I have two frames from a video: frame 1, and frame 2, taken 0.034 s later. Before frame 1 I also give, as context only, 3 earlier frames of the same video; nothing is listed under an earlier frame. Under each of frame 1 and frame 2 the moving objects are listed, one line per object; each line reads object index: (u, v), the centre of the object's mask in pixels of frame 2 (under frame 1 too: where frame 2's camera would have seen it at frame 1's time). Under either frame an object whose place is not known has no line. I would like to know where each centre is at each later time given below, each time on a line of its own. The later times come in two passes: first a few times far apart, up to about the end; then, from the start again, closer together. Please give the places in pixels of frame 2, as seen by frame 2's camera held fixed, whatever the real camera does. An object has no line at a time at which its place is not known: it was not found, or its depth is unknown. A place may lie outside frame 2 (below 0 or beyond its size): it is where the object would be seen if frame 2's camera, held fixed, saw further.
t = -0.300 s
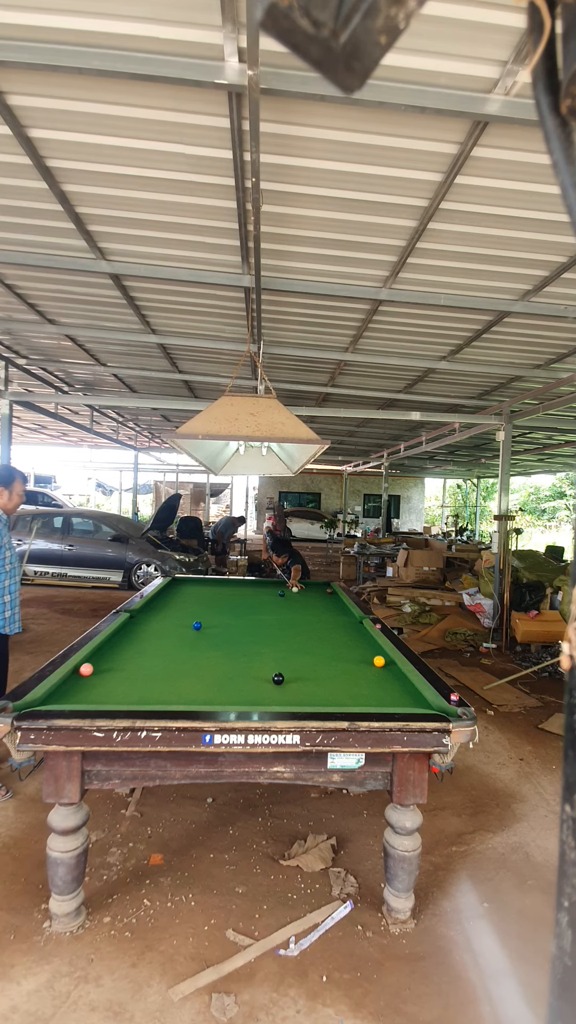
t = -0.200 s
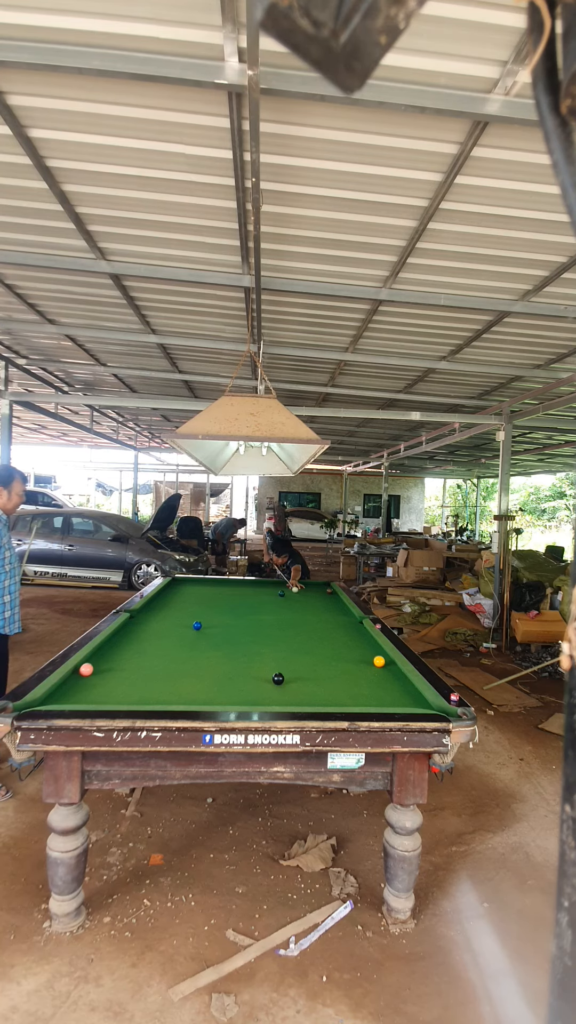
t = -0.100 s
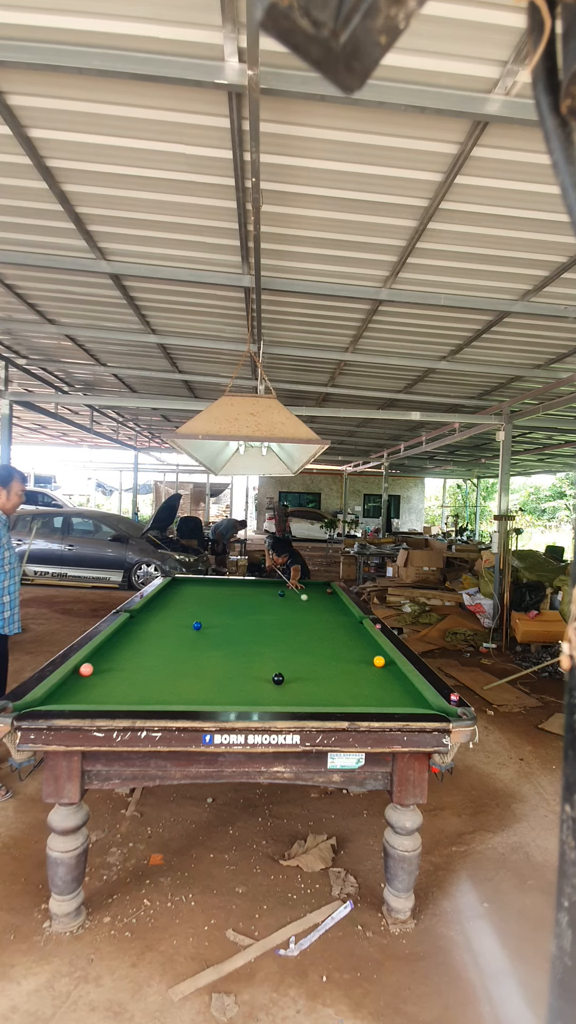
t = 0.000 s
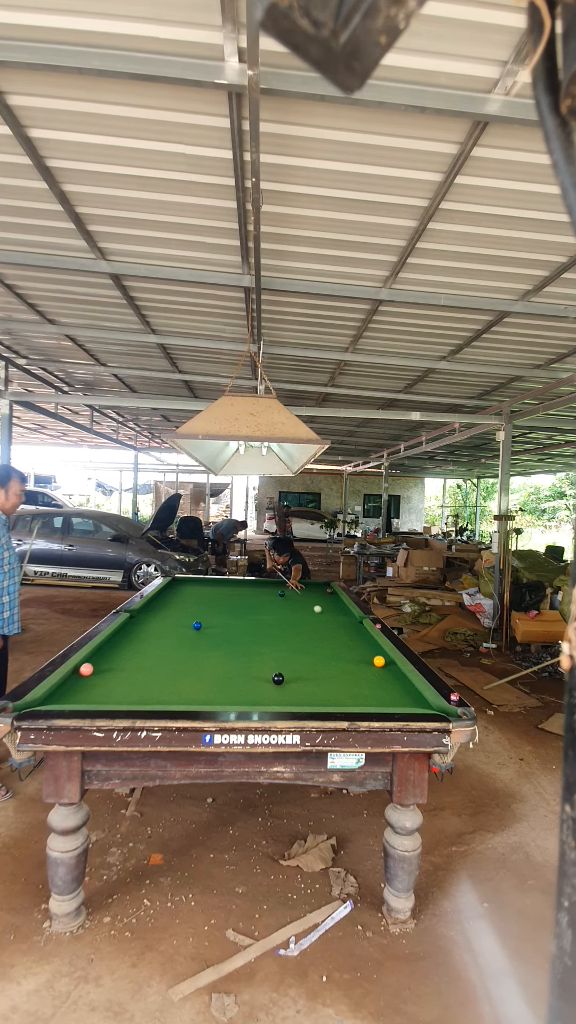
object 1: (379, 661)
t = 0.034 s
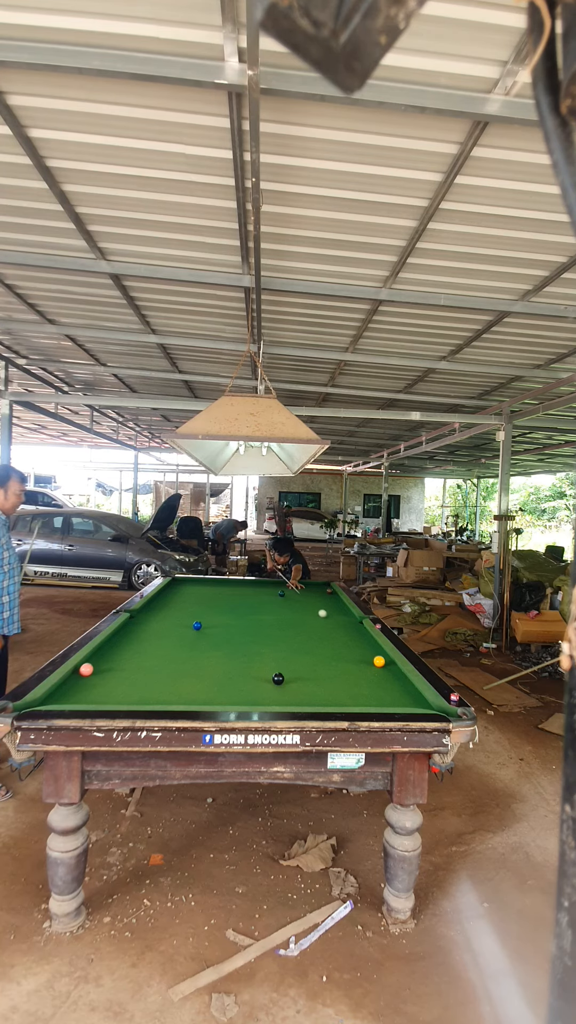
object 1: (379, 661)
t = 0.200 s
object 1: (379, 661)
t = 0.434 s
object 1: (408, 687)
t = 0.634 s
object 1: (393, 698)
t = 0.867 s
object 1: (354, 680)
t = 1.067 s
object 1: (316, 677)
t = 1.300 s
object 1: (274, 671)
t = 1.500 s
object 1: (242, 669)
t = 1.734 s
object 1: (206, 666)
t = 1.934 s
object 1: (177, 663)
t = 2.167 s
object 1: (145, 660)
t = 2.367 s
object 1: (119, 658)
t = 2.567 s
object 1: (94, 656)
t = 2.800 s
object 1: (111, 655)
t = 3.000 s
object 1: (126, 655)
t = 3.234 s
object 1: (141, 655)
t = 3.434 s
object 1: (153, 654)
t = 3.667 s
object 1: (165, 654)
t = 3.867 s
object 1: (173, 654)
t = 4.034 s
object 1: (181, 654)
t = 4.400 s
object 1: (190, 653)
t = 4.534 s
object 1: (193, 653)
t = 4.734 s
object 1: (196, 653)
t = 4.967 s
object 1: (197, 654)
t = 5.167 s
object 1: (198, 654)
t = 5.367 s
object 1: (198, 654)
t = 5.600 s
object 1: (198, 654)
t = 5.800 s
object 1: (198, 654)
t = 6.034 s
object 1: (198, 654)
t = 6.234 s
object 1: (198, 654)
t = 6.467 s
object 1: (198, 654)
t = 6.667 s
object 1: (198, 654)
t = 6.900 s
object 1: (198, 654)
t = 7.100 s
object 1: (198, 654)
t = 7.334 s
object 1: (198, 654)
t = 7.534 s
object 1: (198, 654)
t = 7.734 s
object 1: (198, 654)
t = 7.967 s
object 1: (198, 654)
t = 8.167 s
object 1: (198, 654)
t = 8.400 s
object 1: (198, 654)
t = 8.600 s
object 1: (198, 654)
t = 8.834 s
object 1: (198, 654)
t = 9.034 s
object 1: (198, 654)
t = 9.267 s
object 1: (198, 654)
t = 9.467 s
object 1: (198, 654)
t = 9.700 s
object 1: (198, 654)
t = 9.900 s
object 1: (198, 654)
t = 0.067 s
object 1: (379, 661)
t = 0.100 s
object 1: (379, 661)
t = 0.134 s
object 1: (379, 661)
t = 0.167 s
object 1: (379, 661)
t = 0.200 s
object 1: (379, 661)
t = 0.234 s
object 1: (379, 661)
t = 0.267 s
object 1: (379, 661)
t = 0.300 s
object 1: (379, 661)
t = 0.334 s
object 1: (387, 666)
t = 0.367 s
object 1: (397, 674)
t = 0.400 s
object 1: (406, 681)
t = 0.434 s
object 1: (408, 687)
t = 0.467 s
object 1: (409, 694)
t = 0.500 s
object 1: (410, 700)
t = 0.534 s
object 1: (410, 704)
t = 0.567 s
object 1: (406, 704)
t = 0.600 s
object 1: (400, 702)
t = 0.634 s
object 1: (393, 698)
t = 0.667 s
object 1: (387, 694)
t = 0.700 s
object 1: (382, 691)
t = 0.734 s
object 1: (377, 688)
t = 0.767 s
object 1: (372, 685)
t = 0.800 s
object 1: (367, 682)
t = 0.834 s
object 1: (360, 681)
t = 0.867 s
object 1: (354, 680)
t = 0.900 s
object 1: (347, 680)
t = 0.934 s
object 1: (340, 680)
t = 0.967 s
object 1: (334, 679)
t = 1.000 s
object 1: (328, 678)
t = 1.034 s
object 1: (322, 677)
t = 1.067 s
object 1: (316, 677)
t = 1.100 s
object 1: (310, 676)
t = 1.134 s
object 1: (304, 676)
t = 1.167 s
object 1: (298, 675)
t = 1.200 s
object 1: (292, 675)
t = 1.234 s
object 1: (287, 674)
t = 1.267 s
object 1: (282, 671)
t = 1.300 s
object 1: (274, 671)
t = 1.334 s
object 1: (269, 672)
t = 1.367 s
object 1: (264, 671)
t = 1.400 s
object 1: (258, 671)
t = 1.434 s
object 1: (253, 671)
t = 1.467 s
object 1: (248, 670)
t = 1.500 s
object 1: (242, 669)
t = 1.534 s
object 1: (237, 669)
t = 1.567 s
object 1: (232, 668)
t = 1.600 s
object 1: (226, 668)
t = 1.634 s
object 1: (221, 667)
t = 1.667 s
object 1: (216, 667)
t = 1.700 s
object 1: (211, 666)
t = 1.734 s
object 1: (206, 666)
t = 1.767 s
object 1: (201, 666)
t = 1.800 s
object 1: (196, 665)
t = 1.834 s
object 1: (191, 664)
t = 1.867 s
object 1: (187, 664)
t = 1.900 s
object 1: (182, 664)
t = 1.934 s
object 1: (177, 663)
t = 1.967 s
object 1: (172, 663)
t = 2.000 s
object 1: (168, 662)
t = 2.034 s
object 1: (163, 662)
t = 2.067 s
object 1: (158, 661)
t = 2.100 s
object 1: (154, 661)
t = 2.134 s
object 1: (149, 661)
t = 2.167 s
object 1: (145, 660)
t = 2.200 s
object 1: (141, 660)
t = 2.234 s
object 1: (136, 660)
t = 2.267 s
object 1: (132, 659)
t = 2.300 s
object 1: (127, 659)
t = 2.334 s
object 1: (123, 659)
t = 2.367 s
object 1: (119, 658)
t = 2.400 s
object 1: (115, 658)
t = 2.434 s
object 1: (111, 658)
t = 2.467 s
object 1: (106, 657)
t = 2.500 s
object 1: (102, 657)
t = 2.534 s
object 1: (98, 657)
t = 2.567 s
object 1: (94, 656)
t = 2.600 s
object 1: (94, 656)
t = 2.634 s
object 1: (97, 656)
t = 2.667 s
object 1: (100, 656)
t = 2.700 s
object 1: (103, 656)
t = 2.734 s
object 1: (105, 656)
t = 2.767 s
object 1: (108, 655)
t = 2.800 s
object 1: (111, 655)
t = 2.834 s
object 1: (113, 655)
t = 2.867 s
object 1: (116, 655)
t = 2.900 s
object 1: (118, 655)
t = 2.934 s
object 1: (121, 655)
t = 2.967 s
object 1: (123, 655)
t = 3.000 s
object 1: (126, 655)
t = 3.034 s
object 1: (128, 655)
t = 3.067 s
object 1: (130, 655)
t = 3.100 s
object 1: (132, 655)
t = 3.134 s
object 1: (135, 655)
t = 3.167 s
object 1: (137, 655)
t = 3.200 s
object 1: (139, 655)
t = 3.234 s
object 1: (141, 655)
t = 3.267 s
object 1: (143, 655)
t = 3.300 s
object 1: (145, 655)
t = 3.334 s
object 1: (147, 654)
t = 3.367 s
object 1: (149, 655)
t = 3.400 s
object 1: (151, 654)
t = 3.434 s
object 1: (153, 654)
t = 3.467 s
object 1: (155, 654)
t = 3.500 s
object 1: (156, 654)
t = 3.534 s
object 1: (158, 654)
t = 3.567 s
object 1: (160, 654)
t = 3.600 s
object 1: (162, 654)
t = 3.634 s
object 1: (163, 654)
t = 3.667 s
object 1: (165, 654)
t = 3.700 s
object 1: (166, 654)
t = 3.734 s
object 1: (168, 654)
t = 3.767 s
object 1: (170, 654)
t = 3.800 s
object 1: (171, 654)
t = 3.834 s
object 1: (174, 654)
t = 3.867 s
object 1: (173, 654)
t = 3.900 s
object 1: (175, 654)
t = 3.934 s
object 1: (176, 654)
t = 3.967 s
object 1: (177, 654)
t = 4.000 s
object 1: (179, 654)
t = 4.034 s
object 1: (181, 654)
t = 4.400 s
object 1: (190, 653)
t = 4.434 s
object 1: (191, 653)
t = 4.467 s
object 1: (192, 653)
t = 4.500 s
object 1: (193, 653)
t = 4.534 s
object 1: (193, 653)
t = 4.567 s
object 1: (193, 653)
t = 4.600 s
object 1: (194, 653)
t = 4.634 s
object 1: (195, 653)
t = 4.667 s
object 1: (195, 653)
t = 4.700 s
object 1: (196, 653)
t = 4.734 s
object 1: (196, 653)
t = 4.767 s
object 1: (196, 654)
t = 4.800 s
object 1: (197, 653)
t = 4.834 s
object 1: (197, 653)
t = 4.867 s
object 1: (197, 653)
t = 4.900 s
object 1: (197, 653)
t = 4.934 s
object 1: (197, 654)
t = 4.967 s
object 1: (197, 654)
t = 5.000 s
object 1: (198, 654)
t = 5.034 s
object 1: (198, 654)
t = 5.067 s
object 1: (198, 654)
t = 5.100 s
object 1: (198, 654)
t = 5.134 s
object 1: (198, 654)
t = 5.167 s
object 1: (198, 654)
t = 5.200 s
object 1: (198, 654)
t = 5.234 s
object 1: (198, 654)
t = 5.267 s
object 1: (198, 654)
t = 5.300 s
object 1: (198, 654)
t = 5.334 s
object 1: (198, 654)
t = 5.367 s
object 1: (198, 654)
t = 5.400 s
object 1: (198, 654)
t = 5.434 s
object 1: (198, 654)
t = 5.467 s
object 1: (198, 654)
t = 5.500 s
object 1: (198, 654)
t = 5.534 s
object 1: (198, 654)
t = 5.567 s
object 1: (198, 654)
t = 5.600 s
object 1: (198, 654)
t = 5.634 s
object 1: (198, 654)
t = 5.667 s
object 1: (198, 654)
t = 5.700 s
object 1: (198, 654)
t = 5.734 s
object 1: (198, 654)
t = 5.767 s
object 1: (198, 654)
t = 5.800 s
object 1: (198, 654)
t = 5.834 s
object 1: (198, 654)
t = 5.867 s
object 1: (198, 654)
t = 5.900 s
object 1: (198, 654)
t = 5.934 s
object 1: (198, 654)
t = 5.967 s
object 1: (198, 654)
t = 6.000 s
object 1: (198, 654)
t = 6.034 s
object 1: (198, 654)
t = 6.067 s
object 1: (198, 654)
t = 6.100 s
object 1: (198, 654)
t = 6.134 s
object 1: (198, 654)
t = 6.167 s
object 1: (198, 654)
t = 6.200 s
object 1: (198, 654)
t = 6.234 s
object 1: (198, 654)
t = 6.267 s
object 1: (198, 654)
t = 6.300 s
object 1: (198, 654)
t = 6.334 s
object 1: (198, 654)
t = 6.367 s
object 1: (198, 654)
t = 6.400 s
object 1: (198, 654)
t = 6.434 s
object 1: (198, 654)
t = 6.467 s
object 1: (198, 654)
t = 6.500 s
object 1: (198, 654)
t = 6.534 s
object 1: (198, 654)
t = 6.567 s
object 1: (198, 654)
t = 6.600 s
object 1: (198, 654)
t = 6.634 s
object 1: (198, 654)
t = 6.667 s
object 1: (198, 654)
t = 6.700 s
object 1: (198, 654)
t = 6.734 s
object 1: (198, 654)
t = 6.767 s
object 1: (198, 654)
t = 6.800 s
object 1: (198, 654)
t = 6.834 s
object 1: (198, 654)
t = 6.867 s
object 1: (198, 654)
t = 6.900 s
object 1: (198, 654)
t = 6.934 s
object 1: (198, 654)
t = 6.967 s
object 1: (198, 654)
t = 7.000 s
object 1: (198, 654)
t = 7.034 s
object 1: (198, 654)
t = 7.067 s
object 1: (198, 654)
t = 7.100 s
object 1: (198, 654)
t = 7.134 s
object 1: (198, 654)
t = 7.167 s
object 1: (198, 654)
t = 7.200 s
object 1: (198, 654)
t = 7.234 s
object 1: (198, 654)
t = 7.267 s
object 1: (198, 654)
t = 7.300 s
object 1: (198, 654)
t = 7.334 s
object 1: (198, 654)
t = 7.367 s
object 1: (198, 654)
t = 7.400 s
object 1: (198, 654)
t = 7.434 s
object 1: (198, 654)
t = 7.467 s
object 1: (198, 654)
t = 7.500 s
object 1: (198, 654)
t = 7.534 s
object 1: (198, 654)
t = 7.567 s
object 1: (198, 654)
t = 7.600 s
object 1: (198, 654)
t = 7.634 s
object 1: (198, 654)
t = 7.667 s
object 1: (198, 654)
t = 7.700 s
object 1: (198, 654)
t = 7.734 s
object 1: (198, 654)
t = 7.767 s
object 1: (198, 654)
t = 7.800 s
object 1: (198, 654)
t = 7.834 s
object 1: (198, 654)
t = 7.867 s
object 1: (198, 654)
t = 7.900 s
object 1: (198, 654)
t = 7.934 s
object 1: (198, 654)
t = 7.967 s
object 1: (198, 654)
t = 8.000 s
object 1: (198, 654)
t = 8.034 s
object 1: (198, 654)
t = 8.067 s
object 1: (198, 654)
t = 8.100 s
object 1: (198, 654)
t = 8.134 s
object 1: (198, 654)
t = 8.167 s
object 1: (198, 654)
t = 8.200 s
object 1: (198, 654)
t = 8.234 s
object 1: (198, 654)
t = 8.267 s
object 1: (198, 654)
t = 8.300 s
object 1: (198, 654)
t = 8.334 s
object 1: (198, 654)
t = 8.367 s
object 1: (198, 654)
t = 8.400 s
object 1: (198, 654)
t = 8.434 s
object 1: (198, 654)
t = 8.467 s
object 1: (198, 654)
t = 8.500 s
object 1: (198, 654)
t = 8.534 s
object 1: (198, 654)
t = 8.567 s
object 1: (198, 654)
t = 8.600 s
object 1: (198, 654)
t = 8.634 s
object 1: (198, 654)
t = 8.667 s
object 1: (198, 654)
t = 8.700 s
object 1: (198, 654)
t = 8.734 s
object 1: (198, 654)
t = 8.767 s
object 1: (198, 654)
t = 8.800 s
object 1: (198, 654)
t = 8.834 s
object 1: (198, 654)
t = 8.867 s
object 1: (198, 654)
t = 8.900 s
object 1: (198, 654)
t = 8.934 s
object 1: (198, 654)
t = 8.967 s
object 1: (198, 654)
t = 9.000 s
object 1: (198, 654)
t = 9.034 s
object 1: (198, 654)
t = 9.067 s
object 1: (198, 654)
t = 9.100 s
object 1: (198, 654)
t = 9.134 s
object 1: (198, 654)
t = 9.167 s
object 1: (198, 654)
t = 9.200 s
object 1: (198, 654)
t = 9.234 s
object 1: (198, 654)
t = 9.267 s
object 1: (198, 654)
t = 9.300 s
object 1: (198, 654)
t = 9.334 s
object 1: (198, 654)
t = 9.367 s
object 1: (198, 654)
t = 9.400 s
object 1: (198, 654)
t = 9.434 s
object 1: (198, 654)
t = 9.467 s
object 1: (198, 654)
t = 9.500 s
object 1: (198, 654)
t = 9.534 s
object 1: (198, 654)
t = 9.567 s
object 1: (198, 654)
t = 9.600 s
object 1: (198, 654)
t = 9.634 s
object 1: (198, 654)
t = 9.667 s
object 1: (198, 654)
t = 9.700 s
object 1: (198, 654)
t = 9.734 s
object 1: (198, 654)
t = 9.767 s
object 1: (198, 654)
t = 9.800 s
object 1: (198, 654)
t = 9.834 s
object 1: (198, 654)
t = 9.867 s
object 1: (198, 654)
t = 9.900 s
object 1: (198, 654)
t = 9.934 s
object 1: (198, 654)
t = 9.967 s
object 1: (198, 654)
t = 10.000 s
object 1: (198, 654)
